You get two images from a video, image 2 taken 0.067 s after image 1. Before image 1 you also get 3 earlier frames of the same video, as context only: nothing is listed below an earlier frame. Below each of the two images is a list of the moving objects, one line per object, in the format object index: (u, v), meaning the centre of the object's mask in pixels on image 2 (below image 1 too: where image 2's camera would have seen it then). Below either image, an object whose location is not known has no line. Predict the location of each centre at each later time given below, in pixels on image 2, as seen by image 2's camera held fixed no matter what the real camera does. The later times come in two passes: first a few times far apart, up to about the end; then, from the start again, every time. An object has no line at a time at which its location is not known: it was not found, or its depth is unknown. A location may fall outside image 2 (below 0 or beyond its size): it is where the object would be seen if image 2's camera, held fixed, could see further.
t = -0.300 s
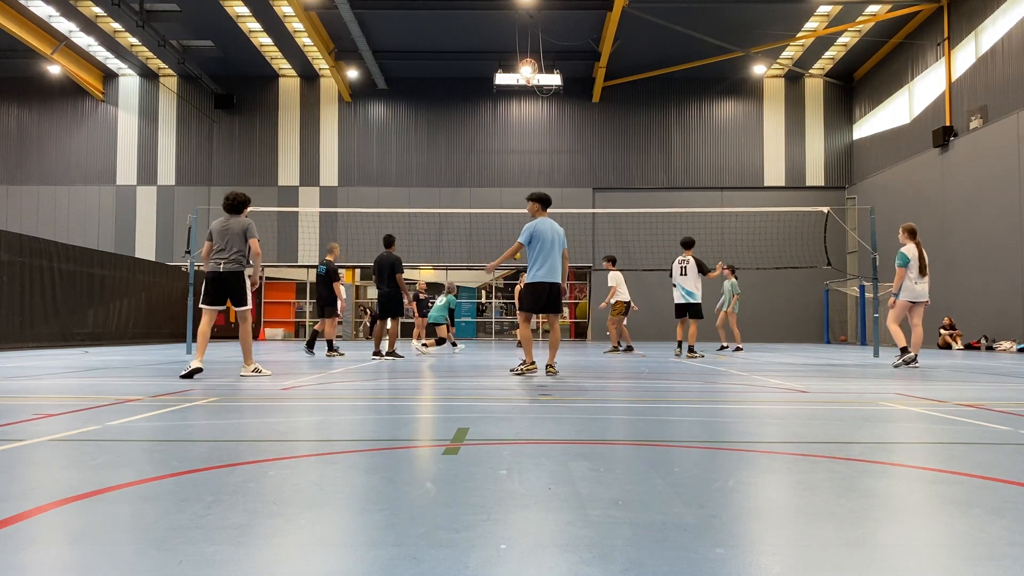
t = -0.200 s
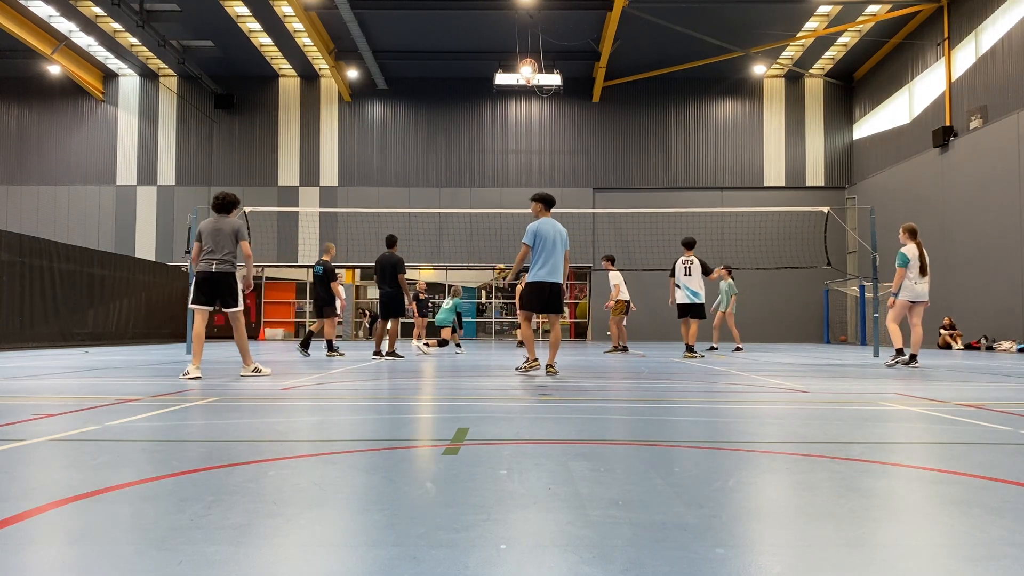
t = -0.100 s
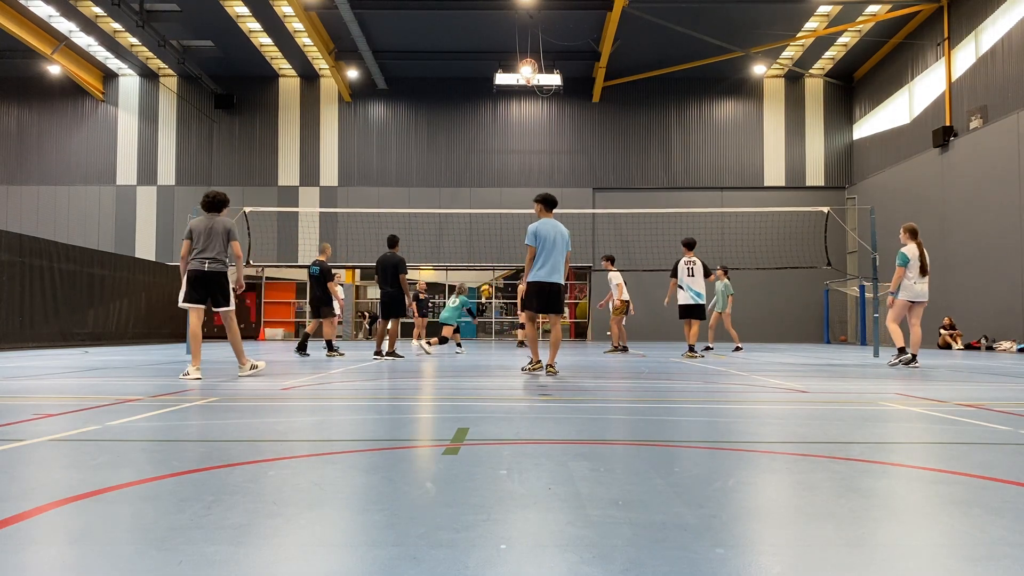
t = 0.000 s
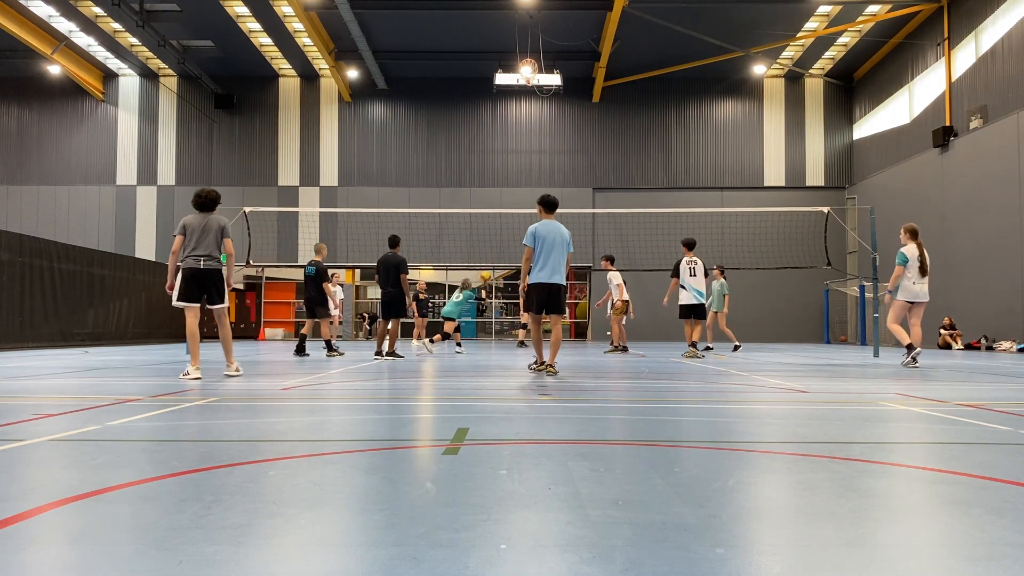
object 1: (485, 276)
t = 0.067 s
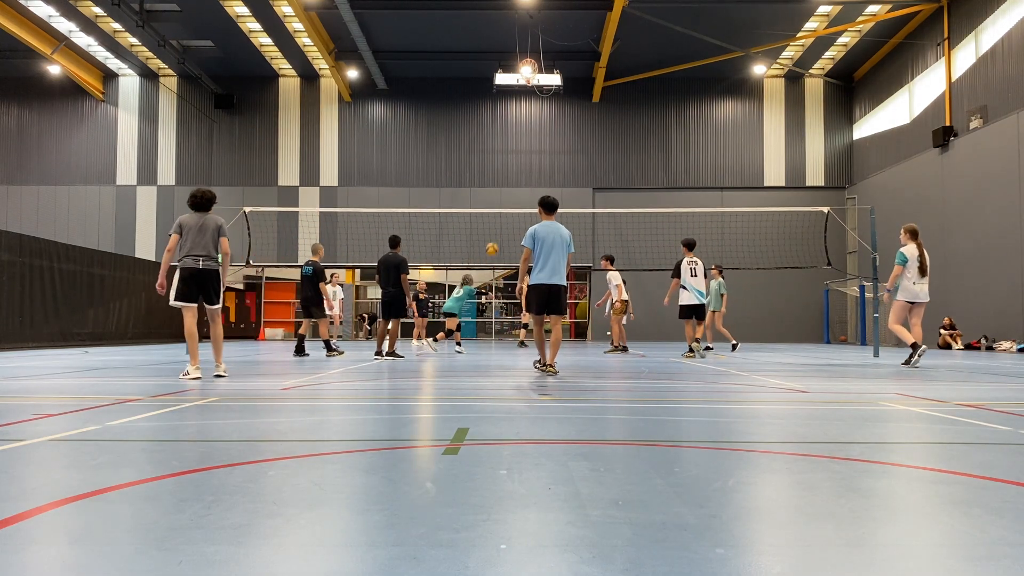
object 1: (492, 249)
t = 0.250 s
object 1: (509, 185)
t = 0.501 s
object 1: (532, 128)
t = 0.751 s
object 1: (555, 105)
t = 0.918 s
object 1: (570, 109)
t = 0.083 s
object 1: (493, 242)
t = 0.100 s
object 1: (495, 236)
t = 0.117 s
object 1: (497, 229)
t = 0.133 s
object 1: (498, 223)
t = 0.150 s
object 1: (500, 218)
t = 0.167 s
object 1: (502, 211)
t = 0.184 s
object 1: (503, 205)
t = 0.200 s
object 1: (505, 200)
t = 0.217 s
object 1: (506, 195)
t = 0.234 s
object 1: (508, 190)
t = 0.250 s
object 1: (509, 185)
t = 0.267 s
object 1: (511, 181)
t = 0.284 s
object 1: (513, 176)
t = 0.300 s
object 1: (514, 171)
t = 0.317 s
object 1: (516, 167)
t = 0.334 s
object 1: (517, 163)
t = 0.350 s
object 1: (519, 159)
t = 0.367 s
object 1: (520, 155)
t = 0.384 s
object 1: (522, 151)
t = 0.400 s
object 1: (523, 147)
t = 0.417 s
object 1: (525, 143)
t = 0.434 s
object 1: (526, 140)
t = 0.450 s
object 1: (528, 137)
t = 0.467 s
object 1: (530, 134)
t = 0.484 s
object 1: (531, 131)
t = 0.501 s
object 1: (532, 128)
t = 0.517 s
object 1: (534, 126)
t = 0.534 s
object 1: (535, 124)
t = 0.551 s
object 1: (537, 121)
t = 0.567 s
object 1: (539, 119)
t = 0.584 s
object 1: (540, 117)
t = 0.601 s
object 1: (541, 115)
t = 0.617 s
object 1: (543, 114)
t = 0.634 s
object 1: (545, 112)
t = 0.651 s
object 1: (546, 111)
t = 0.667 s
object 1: (548, 109)
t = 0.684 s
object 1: (549, 108)
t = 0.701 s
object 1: (551, 107)
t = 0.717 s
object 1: (552, 106)
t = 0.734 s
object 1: (554, 105)
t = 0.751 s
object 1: (555, 105)
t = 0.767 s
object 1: (556, 105)
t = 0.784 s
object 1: (558, 105)
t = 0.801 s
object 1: (560, 105)
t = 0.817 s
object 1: (561, 105)
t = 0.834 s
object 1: (562, 105)
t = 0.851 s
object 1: (564, 105)
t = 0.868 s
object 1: (565, 106)
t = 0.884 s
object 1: (567, 106)
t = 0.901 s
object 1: (568, 108)
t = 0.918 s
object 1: (570, 109)
